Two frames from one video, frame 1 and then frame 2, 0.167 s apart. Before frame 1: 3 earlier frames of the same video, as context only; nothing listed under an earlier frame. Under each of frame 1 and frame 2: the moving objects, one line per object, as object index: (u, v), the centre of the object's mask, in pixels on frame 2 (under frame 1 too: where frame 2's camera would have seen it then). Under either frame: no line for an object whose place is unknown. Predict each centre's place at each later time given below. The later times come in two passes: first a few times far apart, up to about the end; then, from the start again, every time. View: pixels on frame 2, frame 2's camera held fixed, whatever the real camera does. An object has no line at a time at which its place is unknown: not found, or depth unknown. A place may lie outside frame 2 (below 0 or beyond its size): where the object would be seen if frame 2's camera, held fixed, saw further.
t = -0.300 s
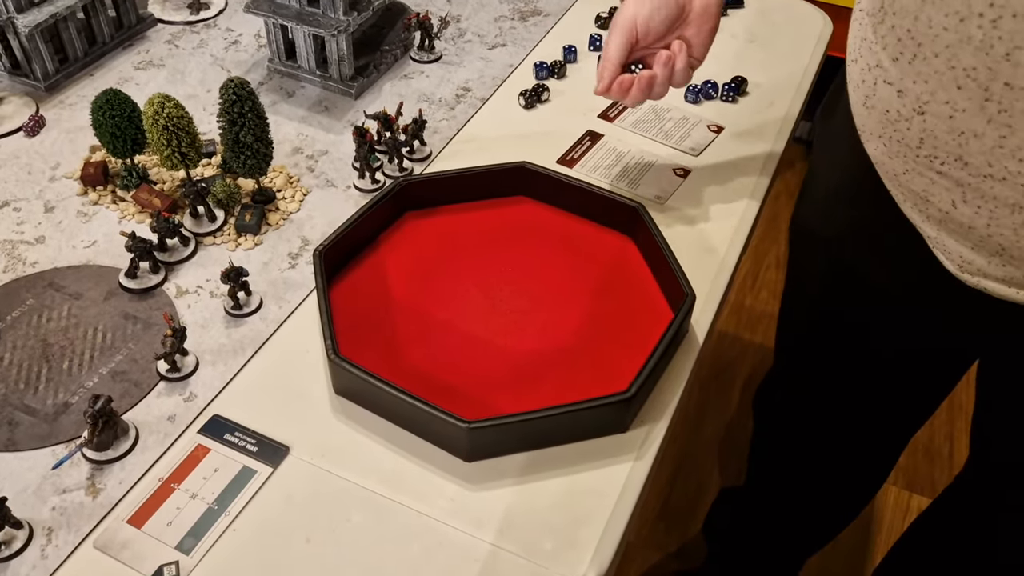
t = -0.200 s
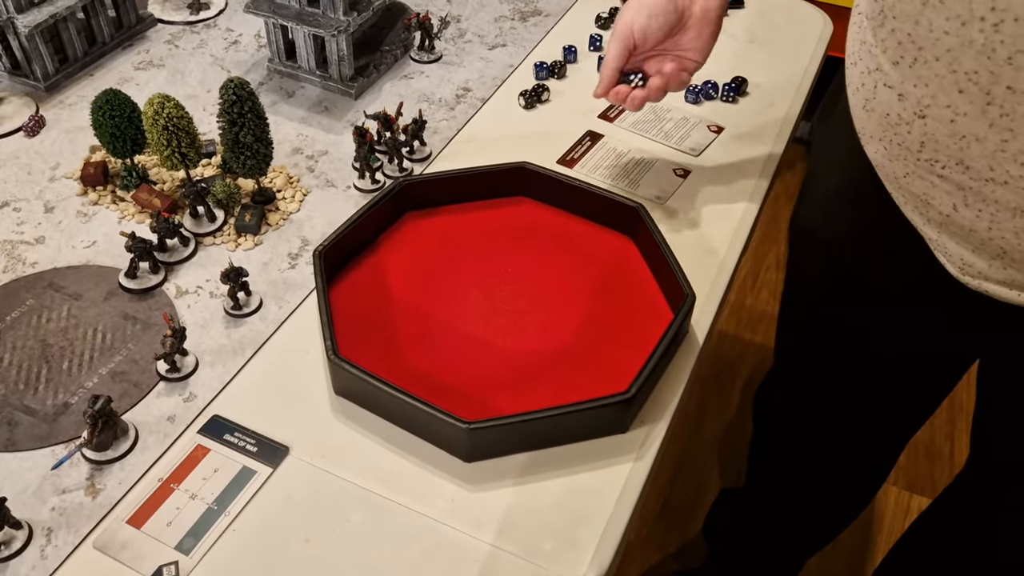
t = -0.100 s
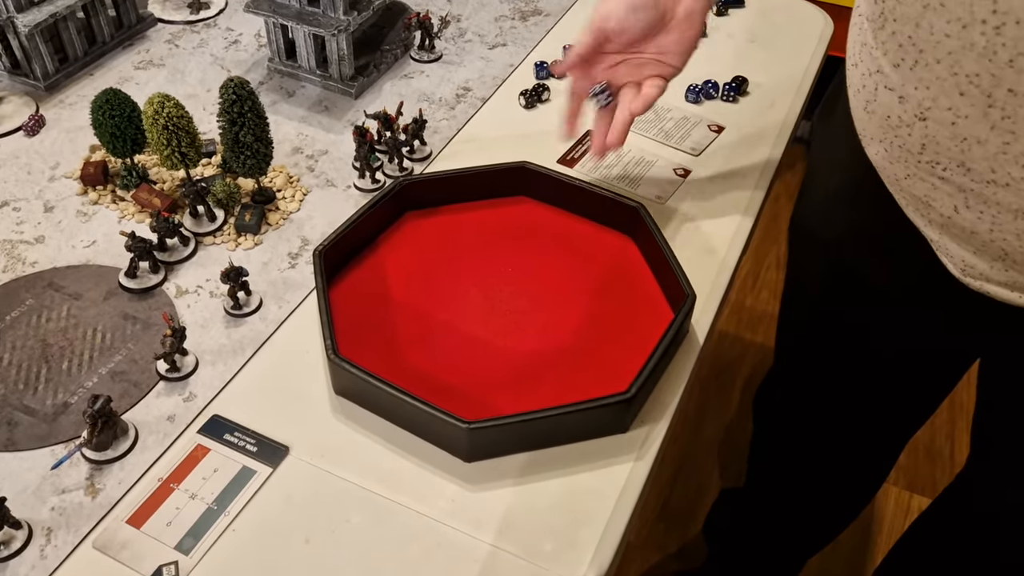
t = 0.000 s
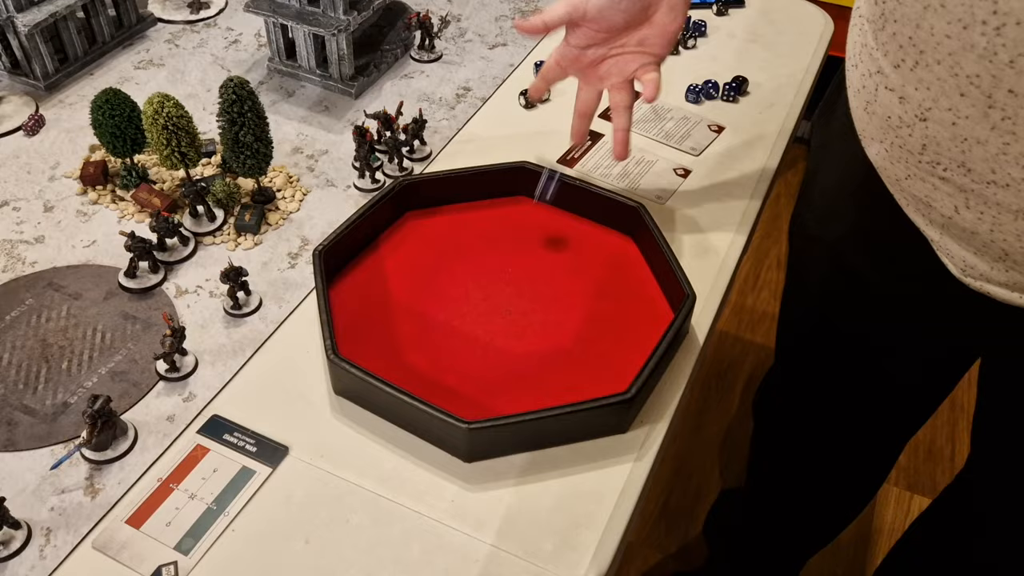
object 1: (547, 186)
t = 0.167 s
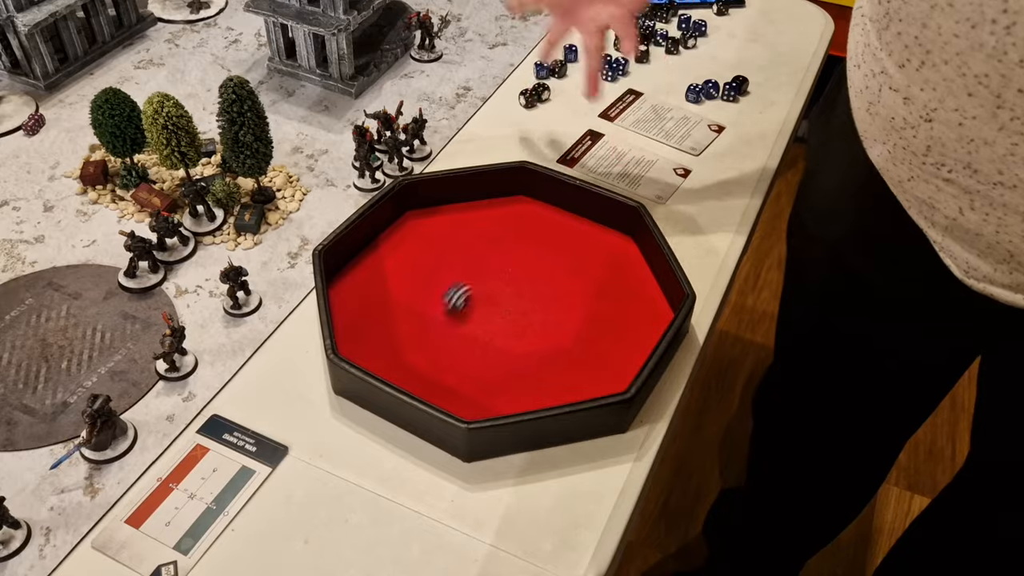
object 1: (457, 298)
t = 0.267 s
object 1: (404, 351)
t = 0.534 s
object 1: (405, 373)
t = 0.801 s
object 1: (405, 373)
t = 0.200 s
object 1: (437, 316)
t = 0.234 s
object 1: (419, 334)
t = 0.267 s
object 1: (404, 351)
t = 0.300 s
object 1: (386, 367)
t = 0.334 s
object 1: (383, 372)
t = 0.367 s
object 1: (390, 371)
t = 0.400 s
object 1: (396, 369)
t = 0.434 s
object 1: (399, 369)
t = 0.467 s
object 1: (403, 371)
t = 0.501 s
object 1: (406, 372)
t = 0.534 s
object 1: (405, 373)
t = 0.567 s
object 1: (405, 373)
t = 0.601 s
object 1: (405, 373)
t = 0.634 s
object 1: (405, 373)
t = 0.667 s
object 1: (405, 373)
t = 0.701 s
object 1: (405, 373)
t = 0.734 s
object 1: (405, 372)
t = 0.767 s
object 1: (405, 373)
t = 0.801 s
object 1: (405, 373)
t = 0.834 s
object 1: (405, 373)
